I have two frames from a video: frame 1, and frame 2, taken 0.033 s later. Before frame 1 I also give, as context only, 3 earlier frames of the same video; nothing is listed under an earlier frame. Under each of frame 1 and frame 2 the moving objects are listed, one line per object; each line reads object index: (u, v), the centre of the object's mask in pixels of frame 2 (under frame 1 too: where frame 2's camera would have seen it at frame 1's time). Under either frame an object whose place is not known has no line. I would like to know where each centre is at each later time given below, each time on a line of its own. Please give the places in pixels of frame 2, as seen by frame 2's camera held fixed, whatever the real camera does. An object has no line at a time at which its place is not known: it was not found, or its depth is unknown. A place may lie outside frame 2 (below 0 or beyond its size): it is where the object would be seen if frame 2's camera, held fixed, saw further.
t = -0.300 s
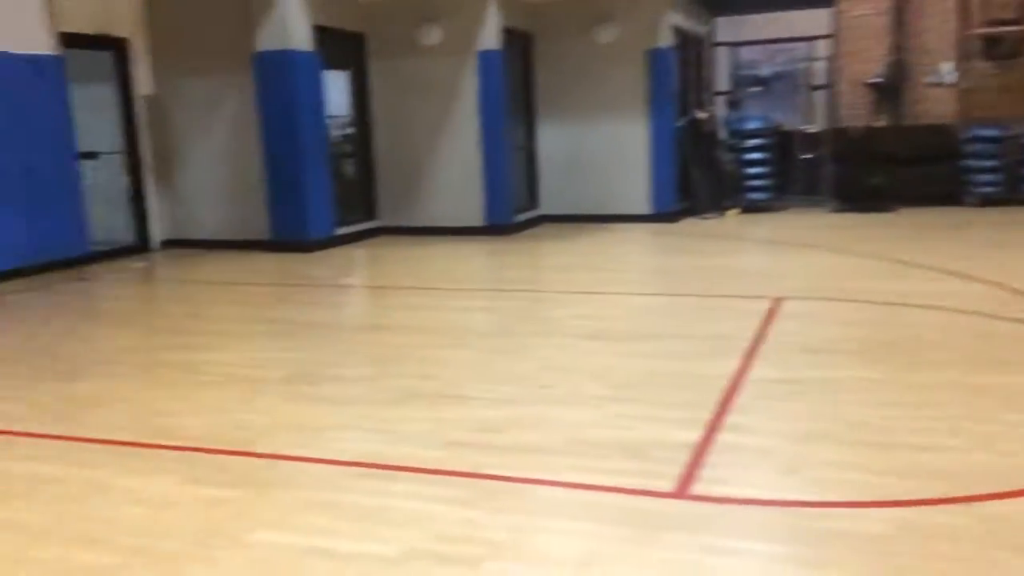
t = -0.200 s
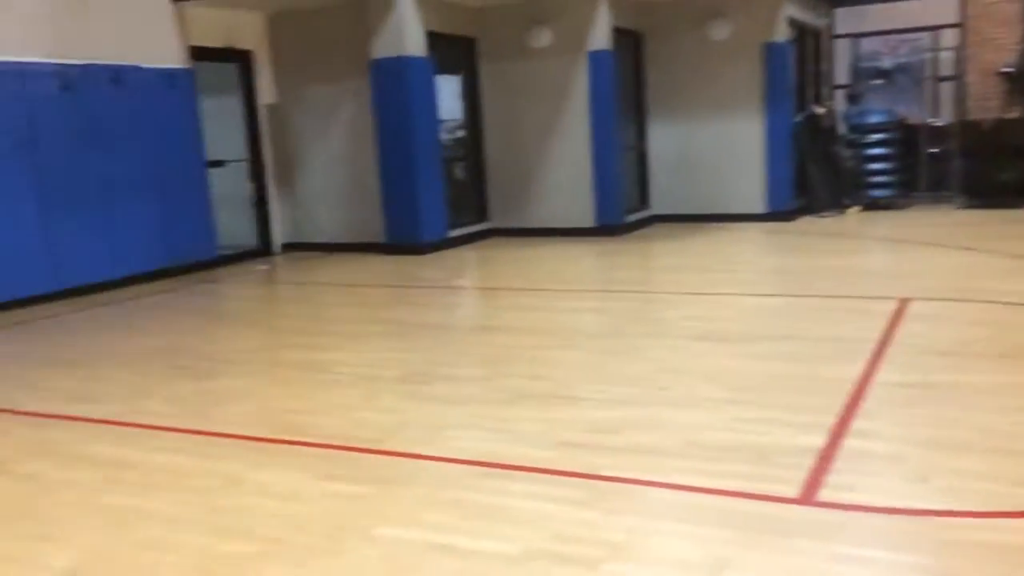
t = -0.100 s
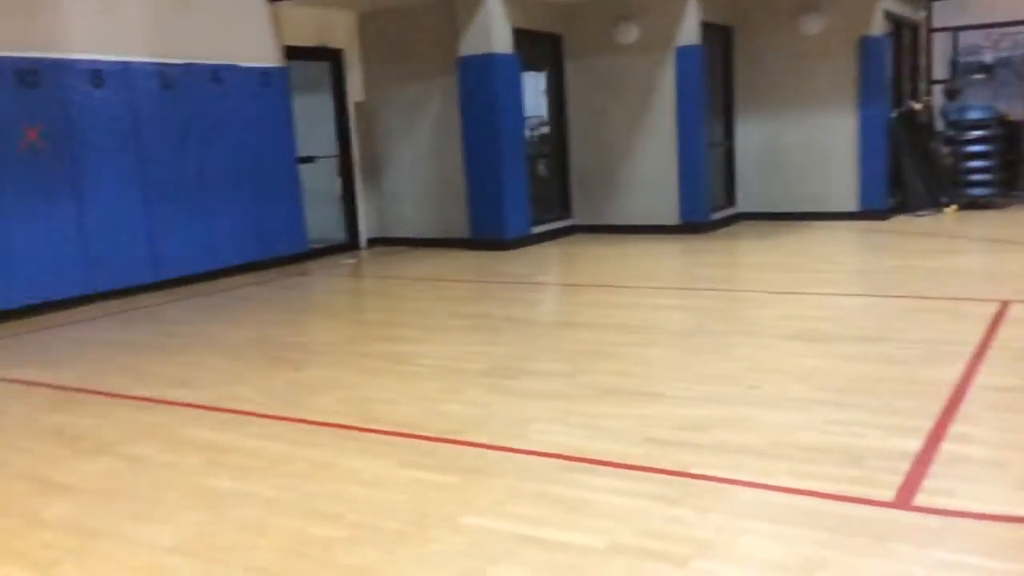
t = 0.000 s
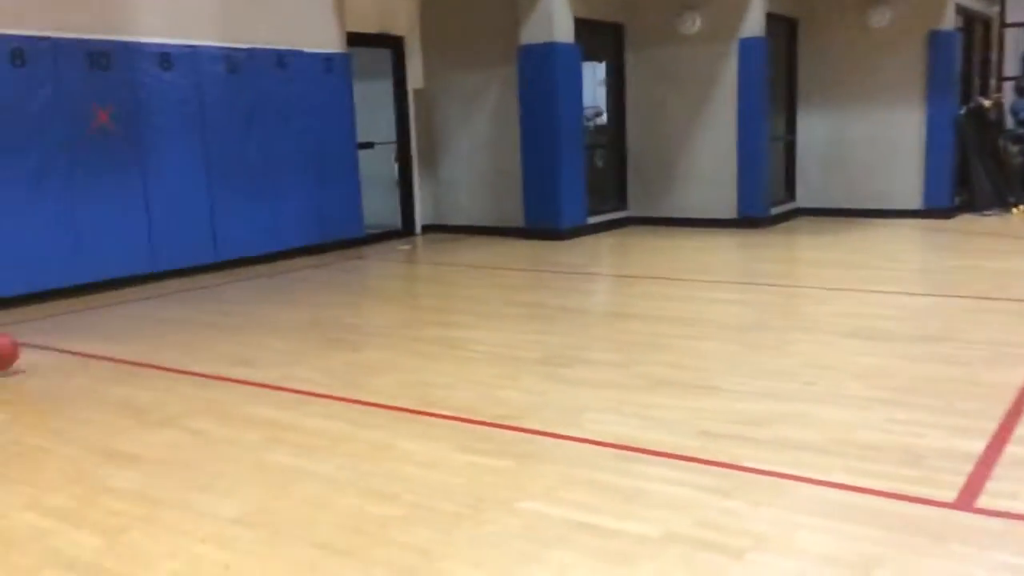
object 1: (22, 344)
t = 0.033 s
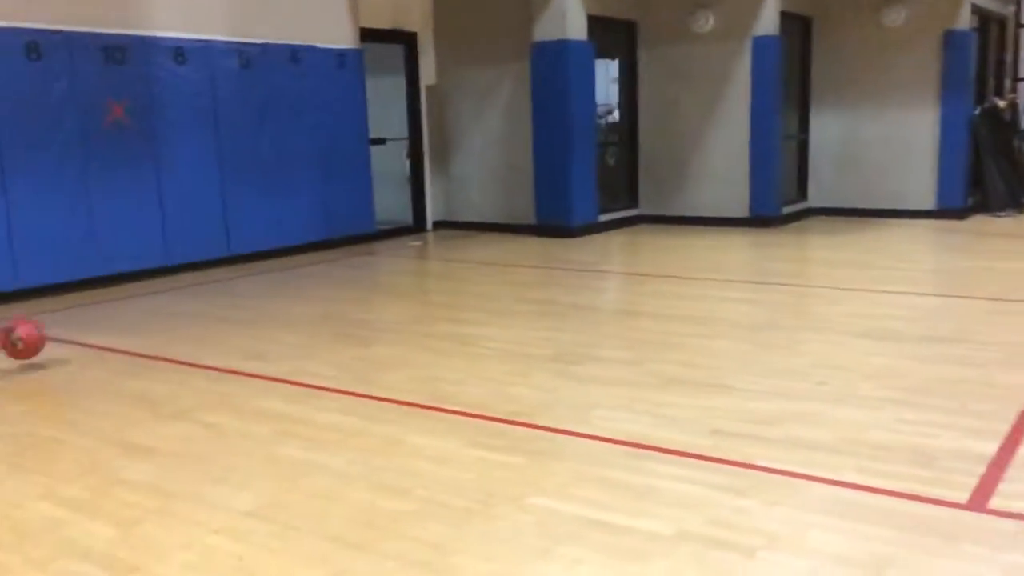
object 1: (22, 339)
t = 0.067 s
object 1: (35, 338)
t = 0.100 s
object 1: (49, 338)
